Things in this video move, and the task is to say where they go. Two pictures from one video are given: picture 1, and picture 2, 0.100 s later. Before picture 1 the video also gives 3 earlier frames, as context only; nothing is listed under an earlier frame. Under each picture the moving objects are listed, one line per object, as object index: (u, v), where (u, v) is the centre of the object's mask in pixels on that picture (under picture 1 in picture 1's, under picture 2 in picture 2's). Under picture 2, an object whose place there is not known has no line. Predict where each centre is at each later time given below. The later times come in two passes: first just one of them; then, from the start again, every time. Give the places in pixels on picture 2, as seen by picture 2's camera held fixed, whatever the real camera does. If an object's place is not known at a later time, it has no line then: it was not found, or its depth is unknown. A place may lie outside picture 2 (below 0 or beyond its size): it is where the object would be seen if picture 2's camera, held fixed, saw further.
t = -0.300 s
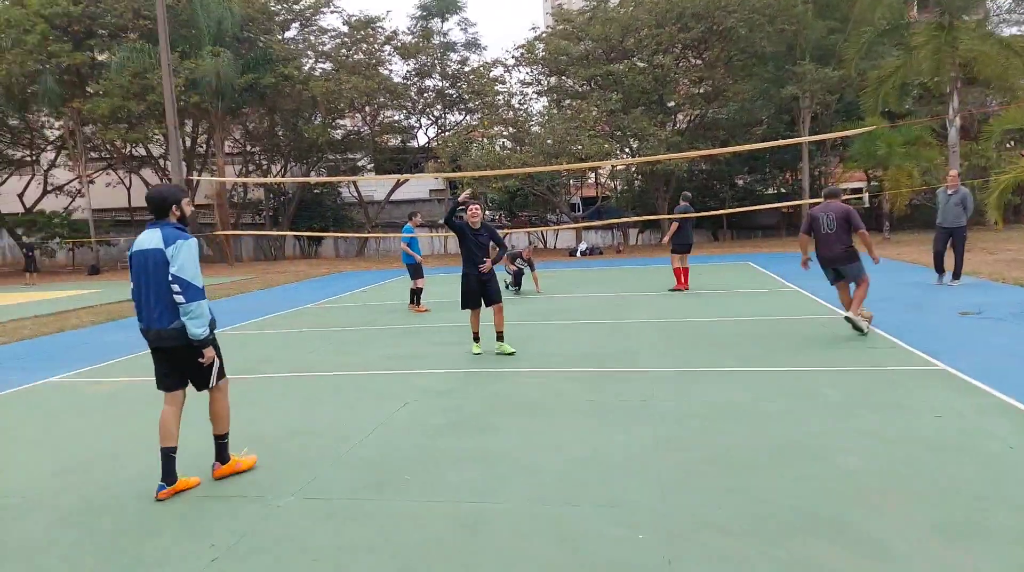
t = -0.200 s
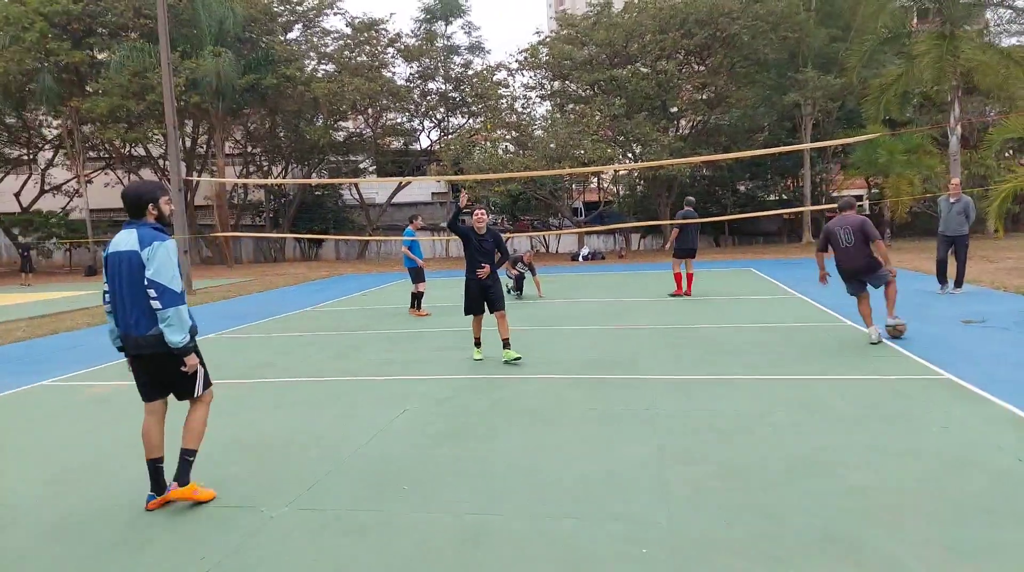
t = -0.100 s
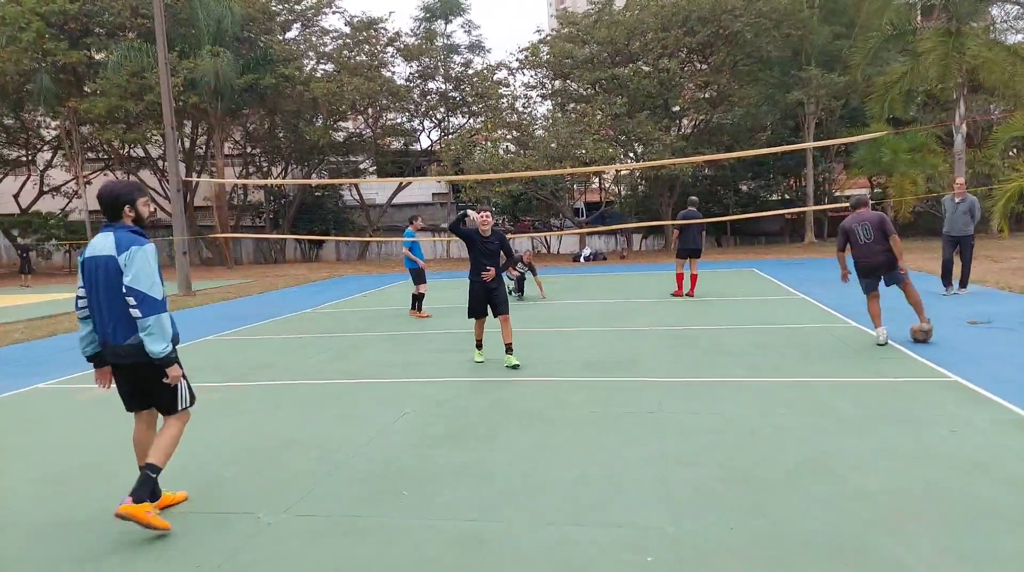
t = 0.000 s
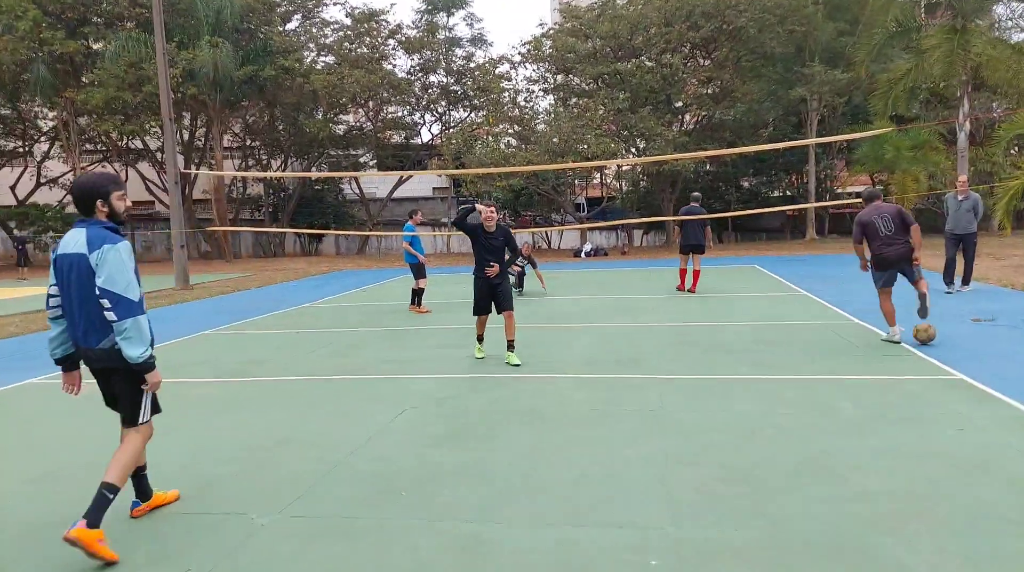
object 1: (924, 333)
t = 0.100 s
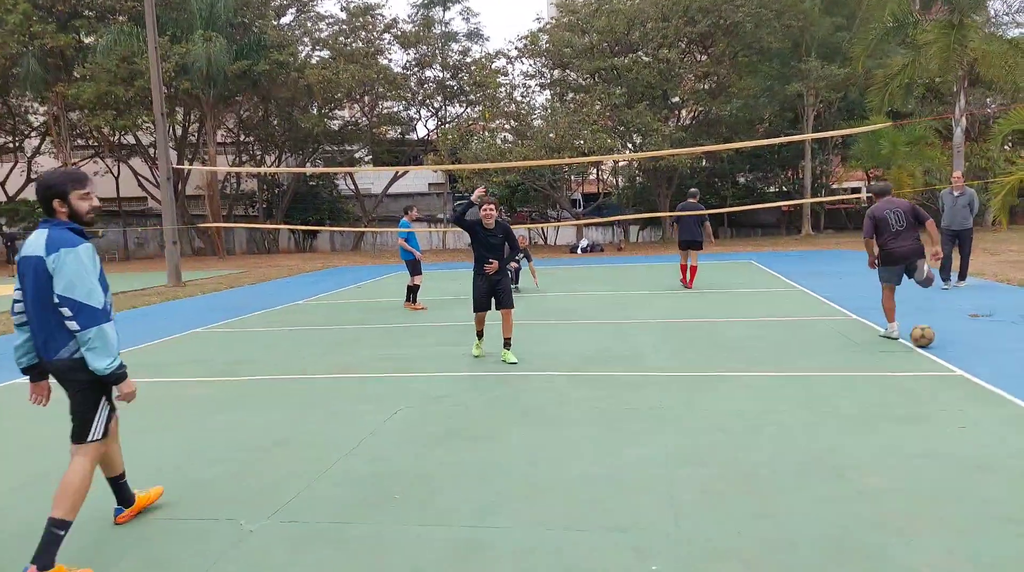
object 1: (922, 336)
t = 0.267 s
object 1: (923, 344)
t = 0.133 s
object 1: (921, 338)
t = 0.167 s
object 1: (921, 341)
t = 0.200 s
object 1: (922, 342)
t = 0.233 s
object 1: (922, 342)
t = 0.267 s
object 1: (923, 344)
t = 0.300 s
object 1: (925, 348)
